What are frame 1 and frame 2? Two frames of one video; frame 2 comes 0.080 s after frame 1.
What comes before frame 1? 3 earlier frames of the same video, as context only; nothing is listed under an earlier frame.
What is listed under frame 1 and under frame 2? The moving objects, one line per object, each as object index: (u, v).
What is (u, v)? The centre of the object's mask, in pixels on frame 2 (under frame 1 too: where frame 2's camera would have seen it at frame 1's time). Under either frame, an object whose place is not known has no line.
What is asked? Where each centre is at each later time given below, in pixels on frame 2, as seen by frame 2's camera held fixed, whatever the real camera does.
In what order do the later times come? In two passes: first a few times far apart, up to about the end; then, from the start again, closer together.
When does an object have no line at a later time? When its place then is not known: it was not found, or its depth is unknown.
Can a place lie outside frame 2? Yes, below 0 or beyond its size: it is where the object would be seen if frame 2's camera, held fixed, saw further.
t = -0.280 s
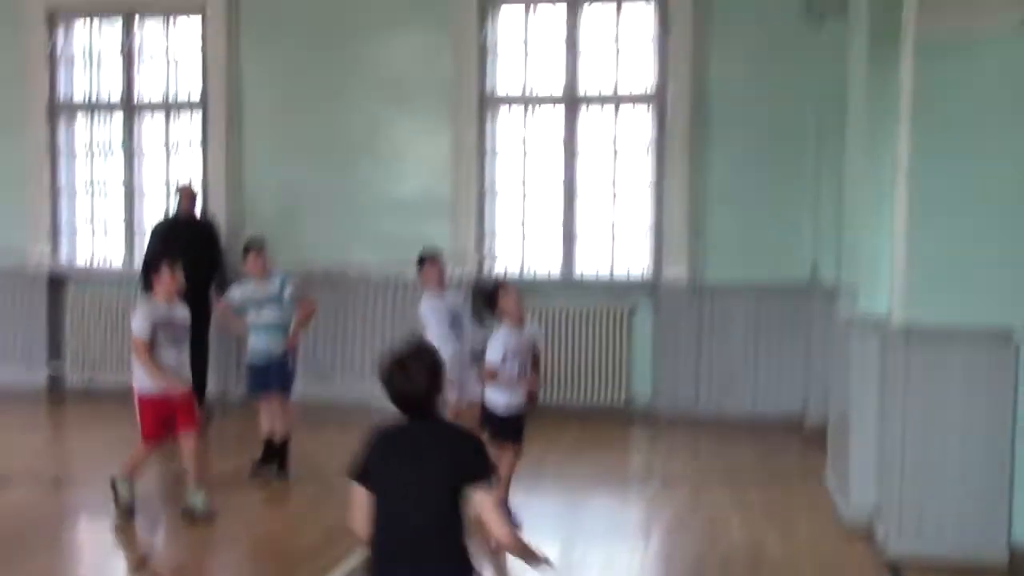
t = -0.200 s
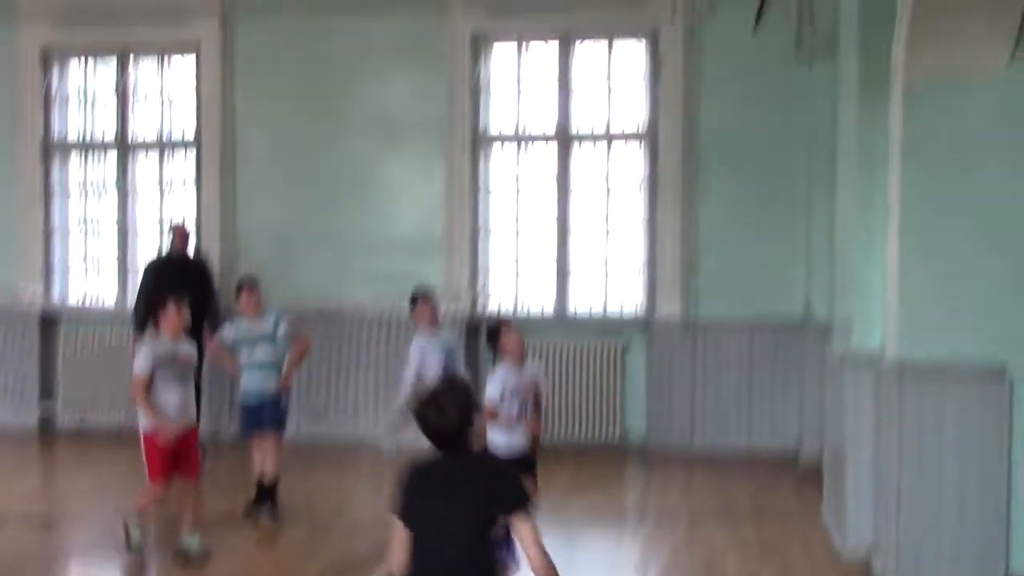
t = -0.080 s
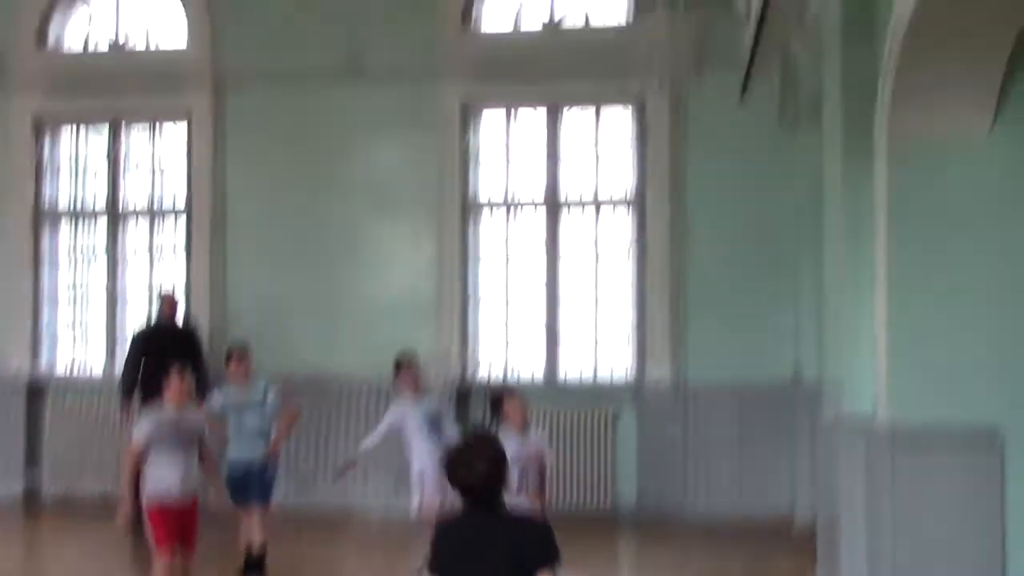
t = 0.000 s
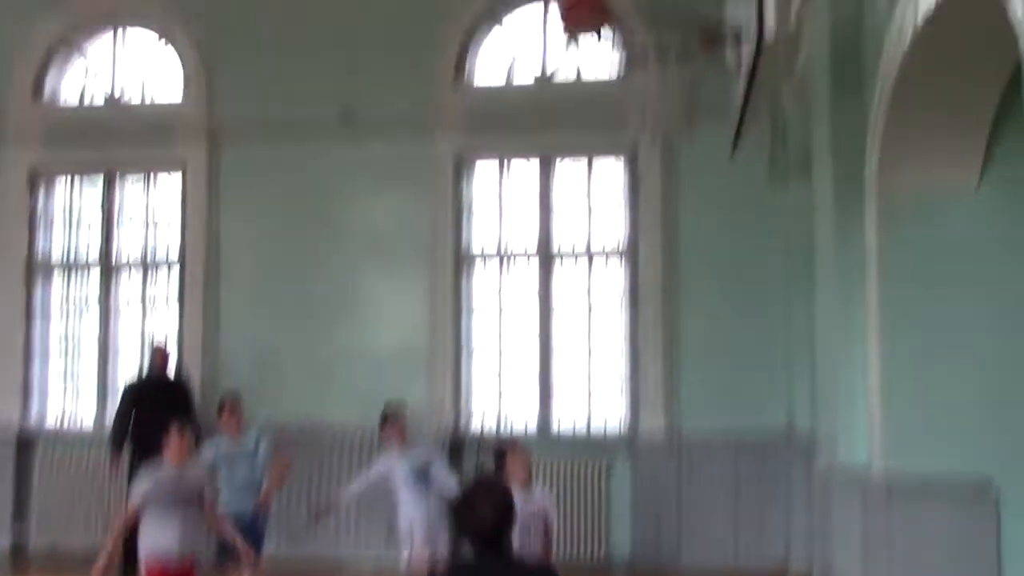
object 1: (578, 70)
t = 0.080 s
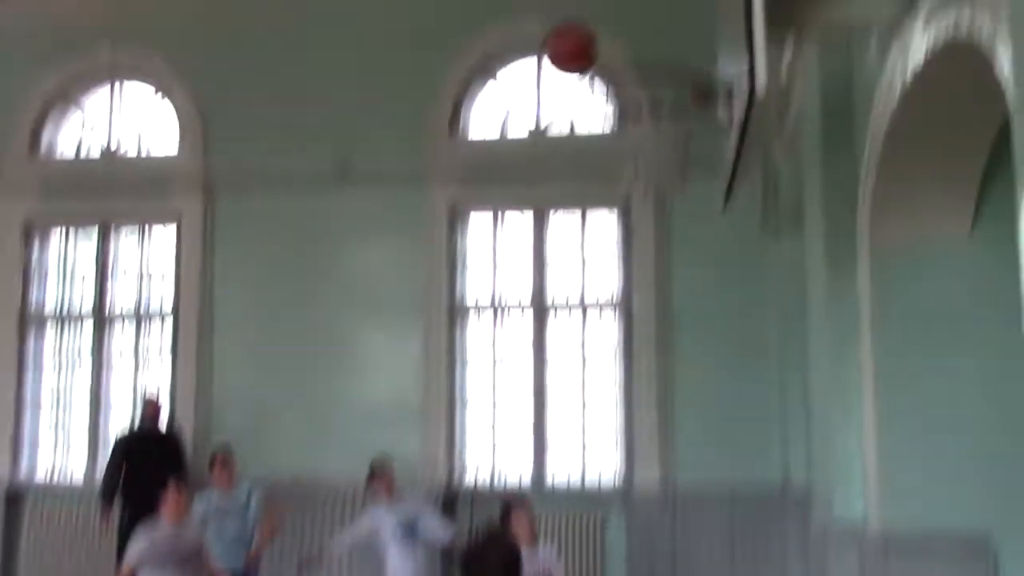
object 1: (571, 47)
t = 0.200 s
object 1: (549, 36)
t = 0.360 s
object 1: (520, 71)
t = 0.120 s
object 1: (563, 38)
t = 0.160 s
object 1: (556, 36)
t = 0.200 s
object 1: (549, 36)
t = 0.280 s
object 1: (535, 46)
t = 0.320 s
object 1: (527, 58)
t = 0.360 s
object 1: (520, 71)
